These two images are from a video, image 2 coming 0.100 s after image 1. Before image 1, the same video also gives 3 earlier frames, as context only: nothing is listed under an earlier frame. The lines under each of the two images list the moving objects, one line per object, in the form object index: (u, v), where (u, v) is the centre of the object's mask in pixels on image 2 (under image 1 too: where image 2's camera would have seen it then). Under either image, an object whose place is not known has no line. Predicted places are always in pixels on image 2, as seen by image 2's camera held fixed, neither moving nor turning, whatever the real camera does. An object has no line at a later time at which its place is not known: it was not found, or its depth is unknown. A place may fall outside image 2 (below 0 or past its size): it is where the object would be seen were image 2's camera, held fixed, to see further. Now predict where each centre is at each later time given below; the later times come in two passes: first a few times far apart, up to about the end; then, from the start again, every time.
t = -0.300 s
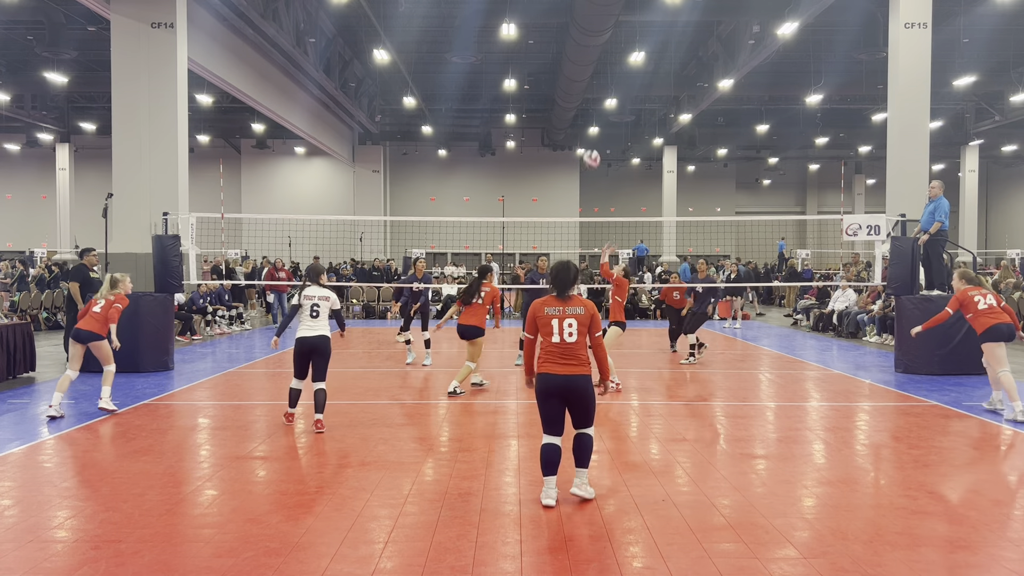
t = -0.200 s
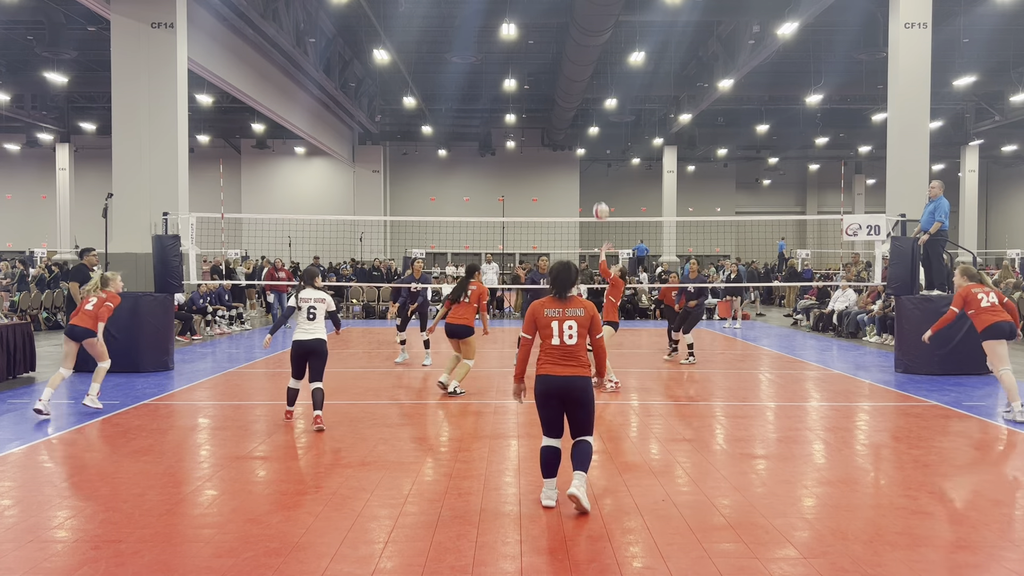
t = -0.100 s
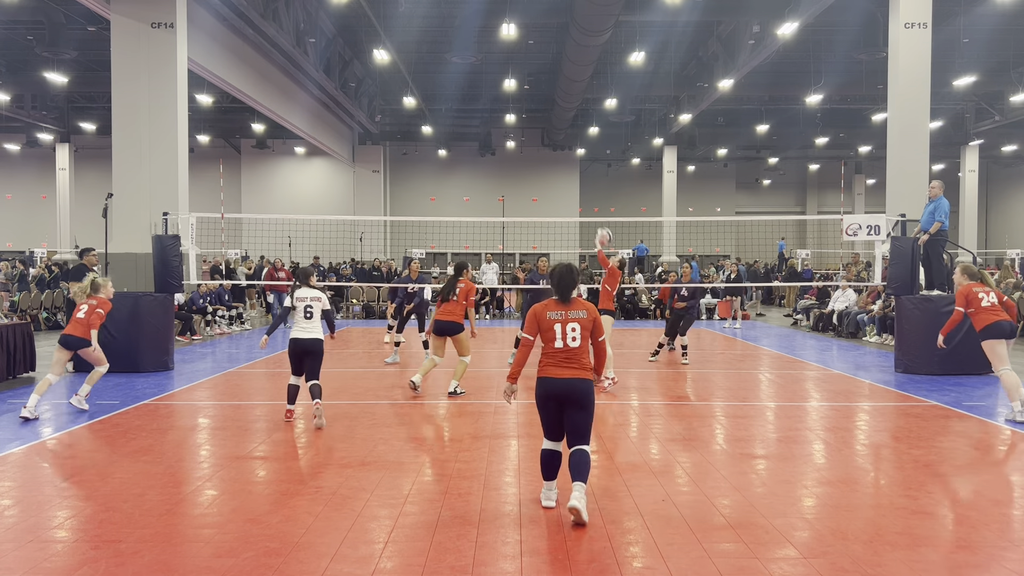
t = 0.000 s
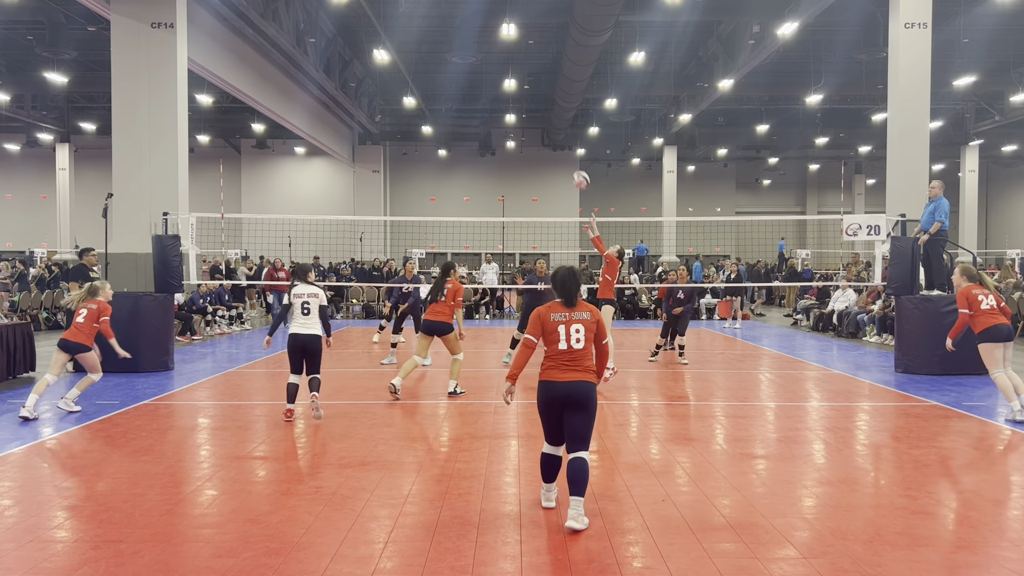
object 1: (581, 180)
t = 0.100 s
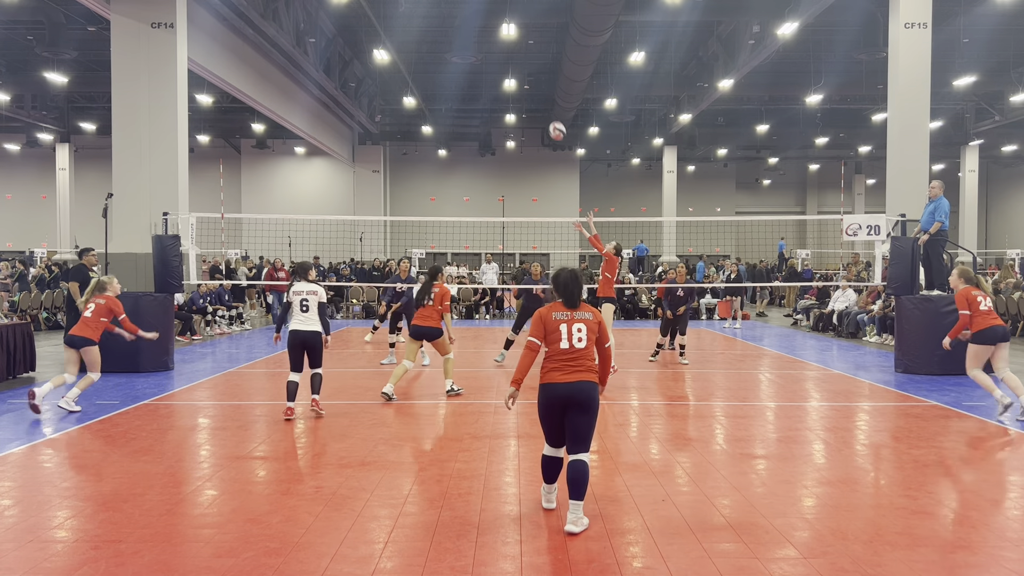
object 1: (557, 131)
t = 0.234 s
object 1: (526, 78)
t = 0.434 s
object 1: (480, 27)
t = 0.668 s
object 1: (429, 9)
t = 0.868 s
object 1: (388, 26)
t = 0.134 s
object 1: (549, 116)
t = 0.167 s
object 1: (541, 103)
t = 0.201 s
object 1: (533, 90)
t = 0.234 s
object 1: (526, 78)
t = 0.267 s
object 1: (518, 68)
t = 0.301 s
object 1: (510, 58)
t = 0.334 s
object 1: (503, 49)
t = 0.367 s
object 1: (495, 41)
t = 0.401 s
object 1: (488, 33)
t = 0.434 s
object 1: (480, 27)
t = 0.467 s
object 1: (473, 22)
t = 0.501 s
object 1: (465, 17)
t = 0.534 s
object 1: (458, 14)
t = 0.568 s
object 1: (451, 11)
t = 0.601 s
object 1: (444, 10)
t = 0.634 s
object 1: (437, 9)
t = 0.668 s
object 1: (429, 9)
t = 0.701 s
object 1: (422, 10)
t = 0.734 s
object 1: (415, 12)
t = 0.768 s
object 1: (408, 14)
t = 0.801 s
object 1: (402, 18)
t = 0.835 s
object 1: (395, 22)
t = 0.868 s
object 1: (388, 26)
